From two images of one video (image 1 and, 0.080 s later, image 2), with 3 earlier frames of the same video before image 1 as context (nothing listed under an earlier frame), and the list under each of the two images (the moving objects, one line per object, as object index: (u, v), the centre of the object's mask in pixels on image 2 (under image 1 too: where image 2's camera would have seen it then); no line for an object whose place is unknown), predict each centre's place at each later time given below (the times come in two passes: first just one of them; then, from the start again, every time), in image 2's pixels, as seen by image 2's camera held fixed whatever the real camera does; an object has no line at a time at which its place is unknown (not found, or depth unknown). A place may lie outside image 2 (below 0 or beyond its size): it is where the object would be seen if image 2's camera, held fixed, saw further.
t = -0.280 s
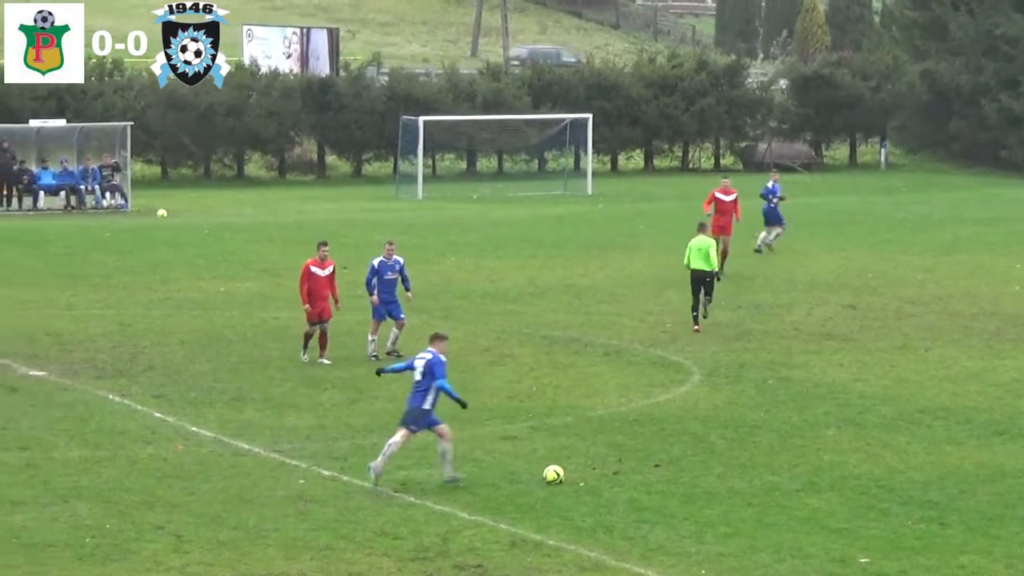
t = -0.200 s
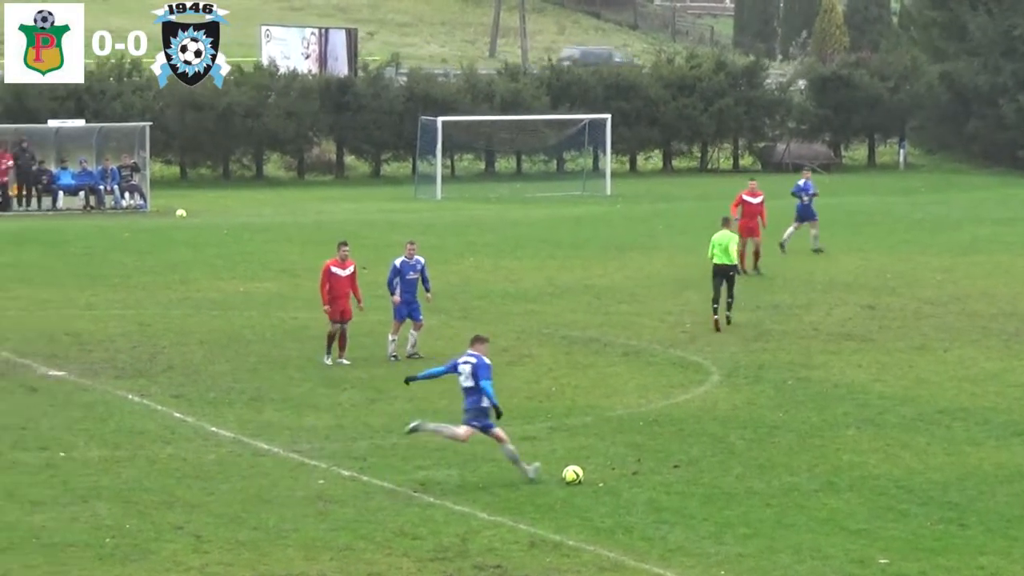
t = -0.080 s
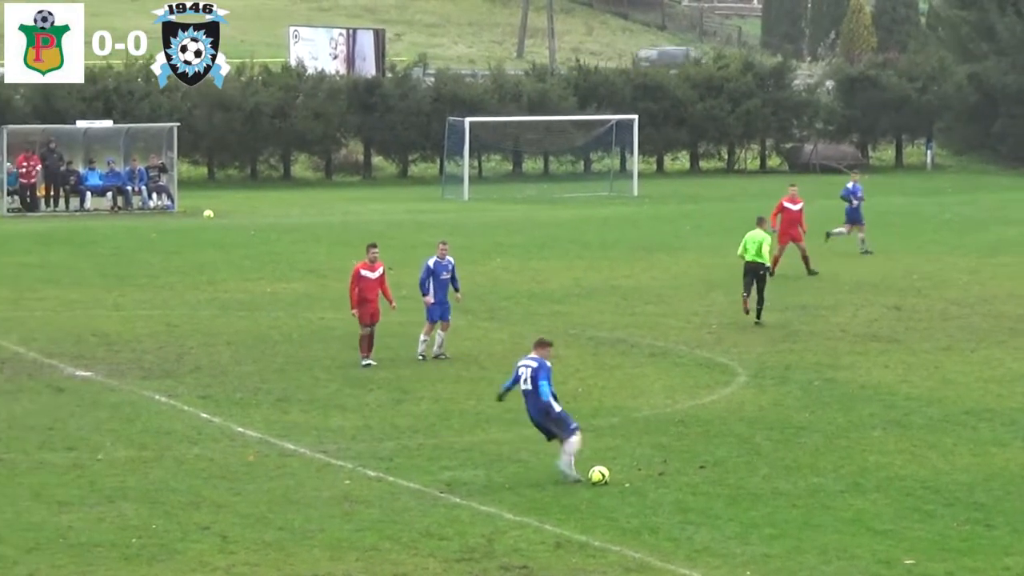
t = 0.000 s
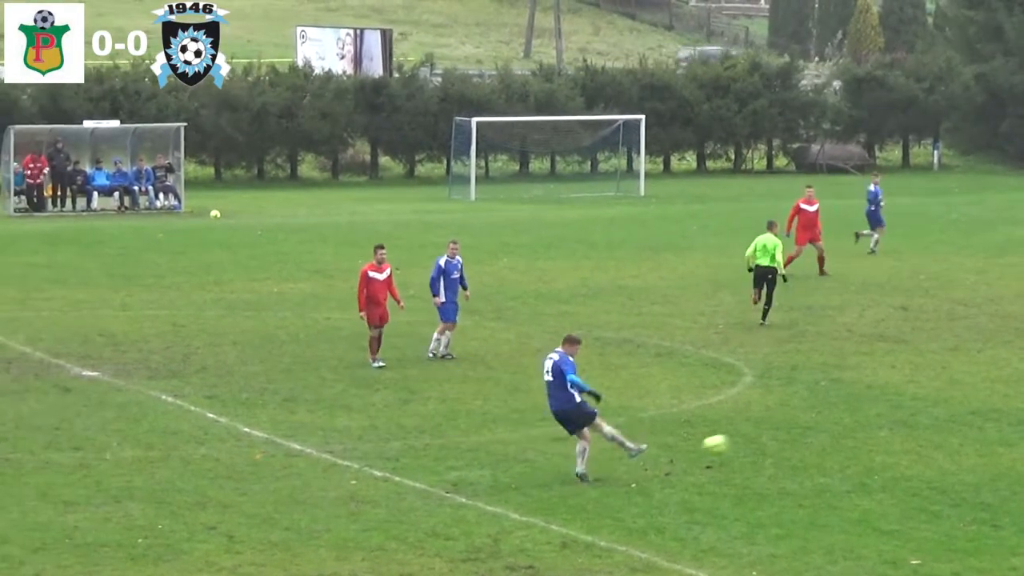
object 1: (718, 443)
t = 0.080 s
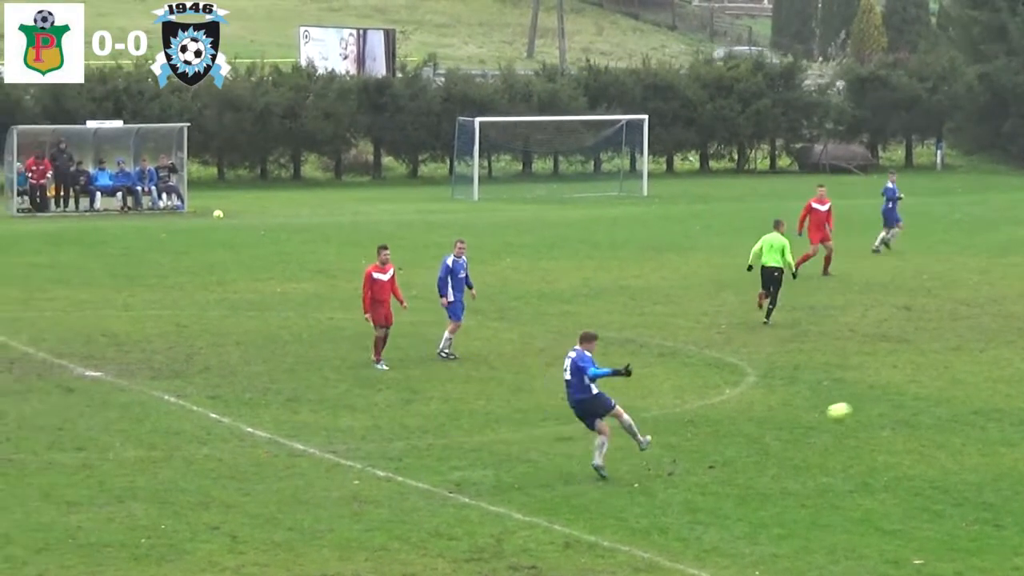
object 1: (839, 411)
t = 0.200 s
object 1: (985, 373)
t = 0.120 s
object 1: (891, 397)
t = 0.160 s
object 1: (940, 383)
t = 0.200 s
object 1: (985, 373)
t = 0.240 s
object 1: (1026, 366)
